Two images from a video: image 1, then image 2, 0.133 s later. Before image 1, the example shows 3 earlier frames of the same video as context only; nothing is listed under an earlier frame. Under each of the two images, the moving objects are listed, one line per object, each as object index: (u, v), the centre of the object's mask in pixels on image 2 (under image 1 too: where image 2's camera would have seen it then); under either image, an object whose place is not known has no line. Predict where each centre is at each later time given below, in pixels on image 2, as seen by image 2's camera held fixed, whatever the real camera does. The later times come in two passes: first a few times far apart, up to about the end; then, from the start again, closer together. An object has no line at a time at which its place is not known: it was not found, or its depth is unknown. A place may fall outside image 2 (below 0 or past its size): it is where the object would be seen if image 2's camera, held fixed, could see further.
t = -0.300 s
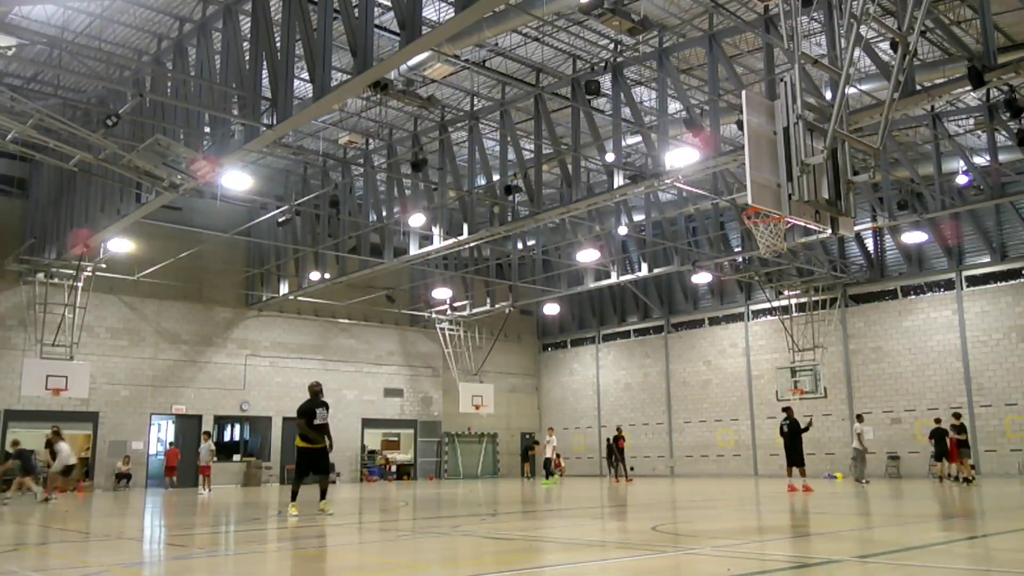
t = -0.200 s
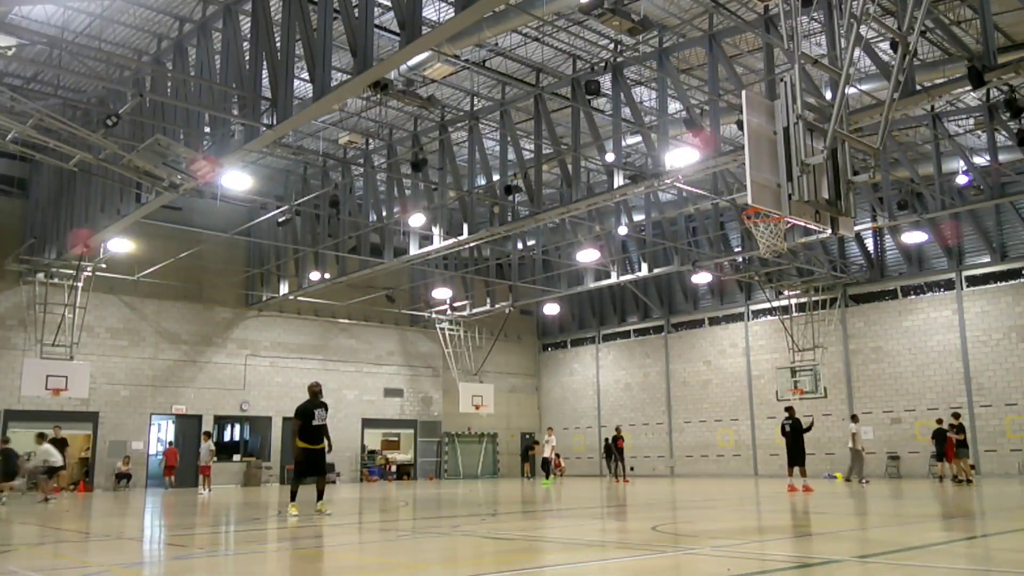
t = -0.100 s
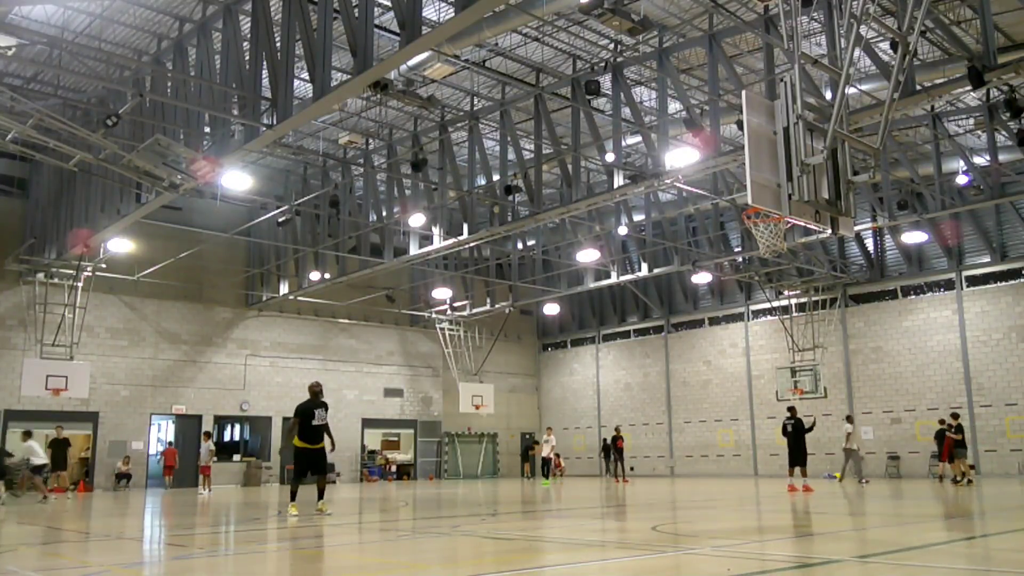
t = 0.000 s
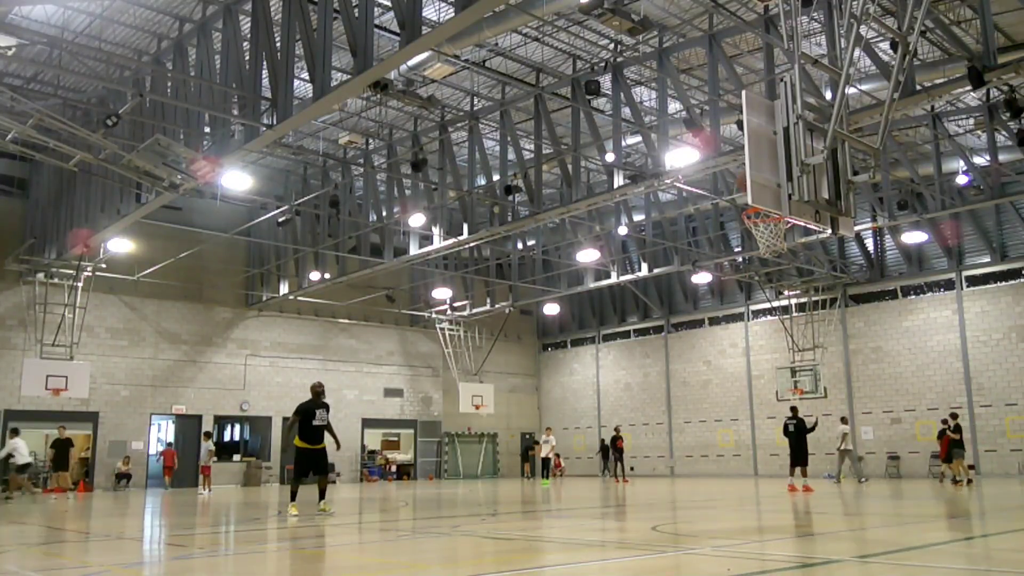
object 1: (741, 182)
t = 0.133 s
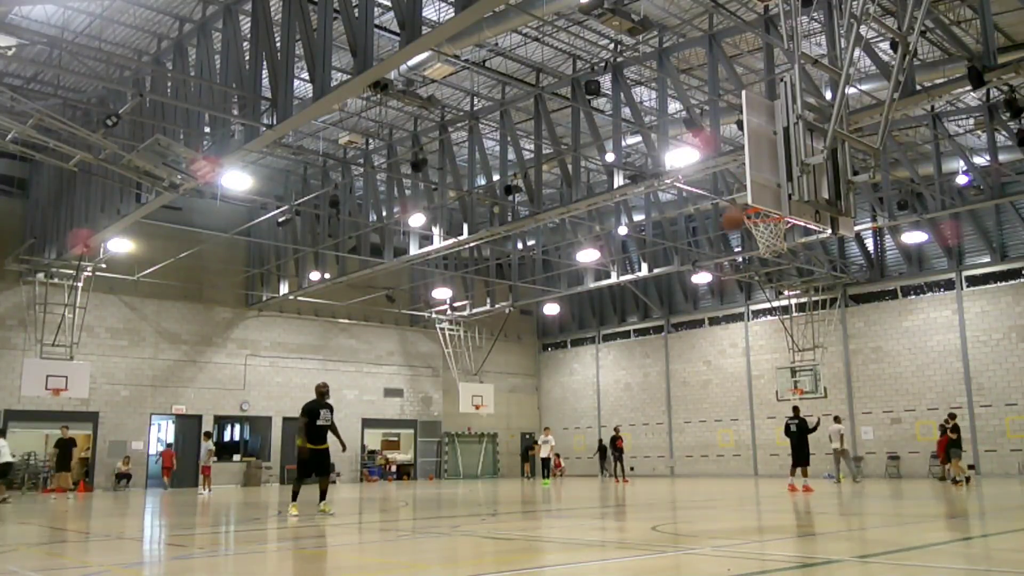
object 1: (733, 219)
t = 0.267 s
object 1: (720, 276)
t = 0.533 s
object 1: (694, 440)
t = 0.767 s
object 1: (682, 440)
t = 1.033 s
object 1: (674, 356)
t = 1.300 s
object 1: (671, 339)
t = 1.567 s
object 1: (670, 387)
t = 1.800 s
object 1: (673, 488)
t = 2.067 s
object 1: (664, 439)
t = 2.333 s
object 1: (656, 412)
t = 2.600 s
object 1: (650, 453)
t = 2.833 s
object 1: (647, 491)
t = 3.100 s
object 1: (640, 452)
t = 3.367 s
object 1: (637, 481)
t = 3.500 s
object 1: (635, 505)
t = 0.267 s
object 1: (720, 276)
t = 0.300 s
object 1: (716, 291)
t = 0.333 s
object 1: (712, 309)
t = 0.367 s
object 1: (709, 331)
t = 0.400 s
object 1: (706, 349)
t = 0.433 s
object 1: (703, 371)
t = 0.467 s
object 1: (700, 393)
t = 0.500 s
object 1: (698, 413)
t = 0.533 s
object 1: (694, 440)
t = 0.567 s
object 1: (692, 464)
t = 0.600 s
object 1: (689, 494)
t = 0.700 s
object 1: (684, 470)
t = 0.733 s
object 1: (683, 455)
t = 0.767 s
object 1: (682, 440)
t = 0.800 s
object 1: (681, 425)
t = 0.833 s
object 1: (680, 412)
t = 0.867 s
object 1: (679, 400)
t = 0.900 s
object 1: (678, 389)
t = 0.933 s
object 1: (677, 379)
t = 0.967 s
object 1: (676, 371)
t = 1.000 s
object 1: (675, 363)
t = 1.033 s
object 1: (674, 356)
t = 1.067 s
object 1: (674, 351)
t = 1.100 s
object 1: (673, 346)
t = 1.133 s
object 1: (672, 342)
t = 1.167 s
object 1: (672, 340)
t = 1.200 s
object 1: (672, 338)
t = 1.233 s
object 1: (671, 337)
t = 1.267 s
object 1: (671, 338)
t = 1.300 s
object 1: (671, 339)
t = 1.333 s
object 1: (671, 341)
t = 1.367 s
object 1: (670, 344)
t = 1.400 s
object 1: (670, 349)
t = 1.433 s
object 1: (670, 354)
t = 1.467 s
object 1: (670, 361)
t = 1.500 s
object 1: (670, 368)
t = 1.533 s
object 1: (670, 377)
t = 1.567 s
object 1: (670, 387)
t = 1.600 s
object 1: (670, 398)
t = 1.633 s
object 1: (670, 410)
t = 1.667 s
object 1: (671, 422)
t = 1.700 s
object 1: (671, 437)
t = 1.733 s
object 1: (672, 454)
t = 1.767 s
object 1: (672, 468)
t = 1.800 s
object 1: (673, 488)
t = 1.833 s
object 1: (673, 506)
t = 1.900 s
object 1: (671, 491)
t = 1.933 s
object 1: (669, 477)
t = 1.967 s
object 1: (668, 467)
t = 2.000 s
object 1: (667, 456)
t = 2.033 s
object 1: (665, 447)
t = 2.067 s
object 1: (664, 439)
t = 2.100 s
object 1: (663, 432)
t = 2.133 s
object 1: (661, 426)
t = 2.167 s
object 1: (660, 421)
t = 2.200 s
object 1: (659, 417)
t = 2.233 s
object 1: (658, 414)
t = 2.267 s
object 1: (657, 413)
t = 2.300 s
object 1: (657, 412)
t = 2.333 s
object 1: (656, 412)
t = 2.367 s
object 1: (655, 414)
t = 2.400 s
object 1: (654, 416)
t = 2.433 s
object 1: (653, 420)
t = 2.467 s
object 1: (652, 424)
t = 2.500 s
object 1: (652, 430)
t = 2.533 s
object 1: (651, 437)
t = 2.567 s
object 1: (651, 444)
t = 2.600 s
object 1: (650, 453)
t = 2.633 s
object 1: (650, 463)
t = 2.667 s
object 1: (650, 473)
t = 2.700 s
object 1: (650, 487)
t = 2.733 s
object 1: (649, 500)
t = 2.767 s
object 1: (649, 509)
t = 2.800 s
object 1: (648, 500)
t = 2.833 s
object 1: (647, 491)
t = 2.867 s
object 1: (646, 482)
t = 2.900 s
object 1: (645, 474)
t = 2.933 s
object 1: (644, 468)
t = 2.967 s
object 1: (643, 463)
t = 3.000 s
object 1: (642, 459)
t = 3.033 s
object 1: (641, 456)
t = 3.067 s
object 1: (641, 454)
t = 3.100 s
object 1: (640, 452)
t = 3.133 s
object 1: (639, 452)
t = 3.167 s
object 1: (639, 453)
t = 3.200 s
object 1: (639, 455)
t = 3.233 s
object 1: (638, 458)
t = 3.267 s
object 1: (638, 462)
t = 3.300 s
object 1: (637, 468)
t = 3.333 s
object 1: (637, 473)
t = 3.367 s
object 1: (637, 481)
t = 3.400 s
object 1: (636, 490)
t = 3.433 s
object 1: (636, 499)
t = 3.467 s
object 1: (636, 509)
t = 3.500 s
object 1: (635, 505)
